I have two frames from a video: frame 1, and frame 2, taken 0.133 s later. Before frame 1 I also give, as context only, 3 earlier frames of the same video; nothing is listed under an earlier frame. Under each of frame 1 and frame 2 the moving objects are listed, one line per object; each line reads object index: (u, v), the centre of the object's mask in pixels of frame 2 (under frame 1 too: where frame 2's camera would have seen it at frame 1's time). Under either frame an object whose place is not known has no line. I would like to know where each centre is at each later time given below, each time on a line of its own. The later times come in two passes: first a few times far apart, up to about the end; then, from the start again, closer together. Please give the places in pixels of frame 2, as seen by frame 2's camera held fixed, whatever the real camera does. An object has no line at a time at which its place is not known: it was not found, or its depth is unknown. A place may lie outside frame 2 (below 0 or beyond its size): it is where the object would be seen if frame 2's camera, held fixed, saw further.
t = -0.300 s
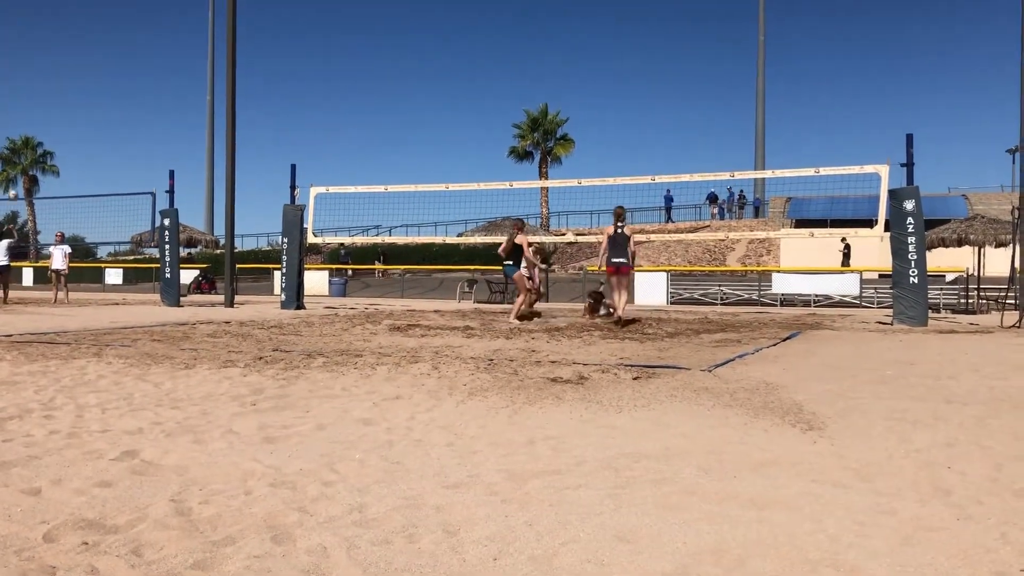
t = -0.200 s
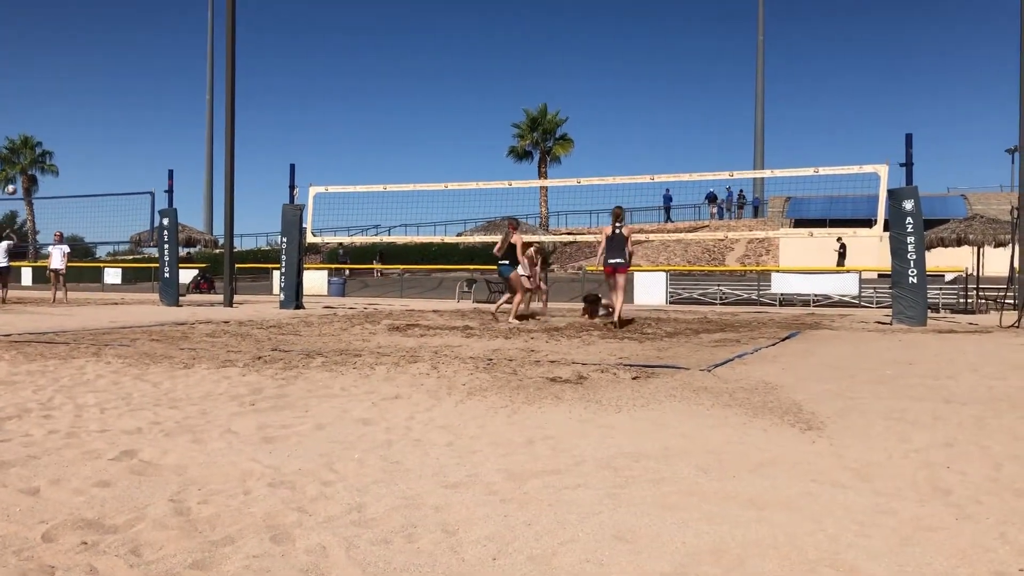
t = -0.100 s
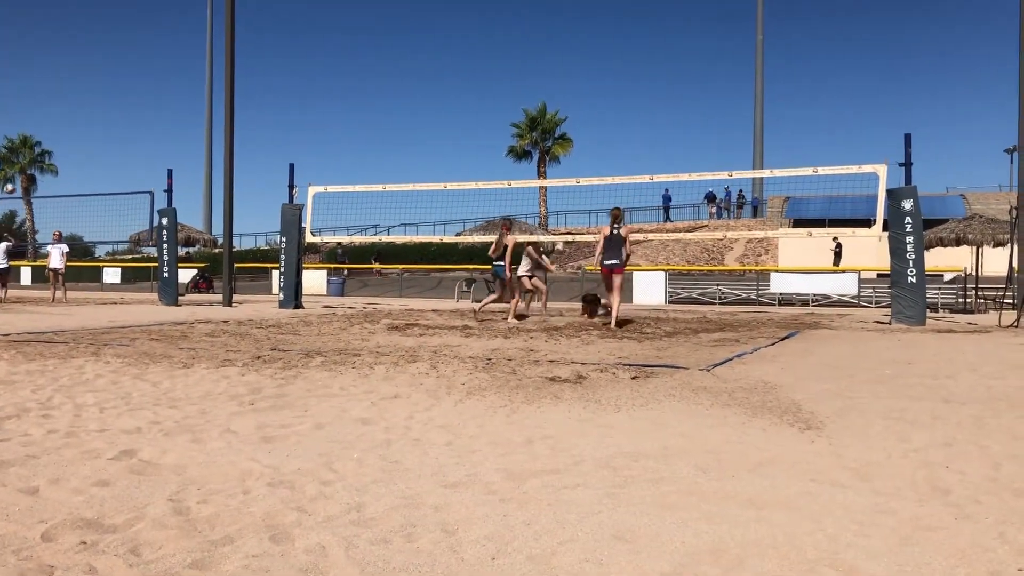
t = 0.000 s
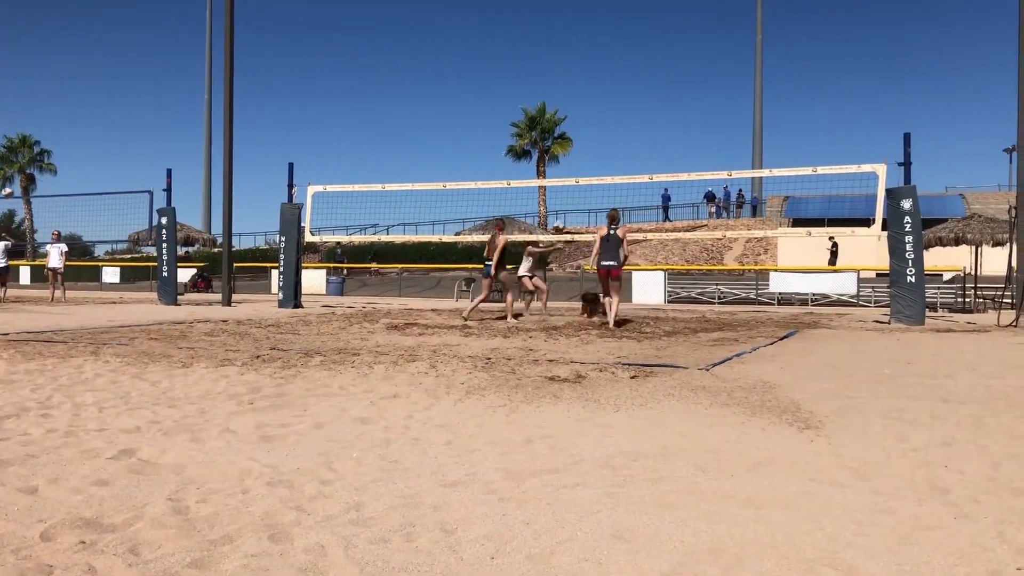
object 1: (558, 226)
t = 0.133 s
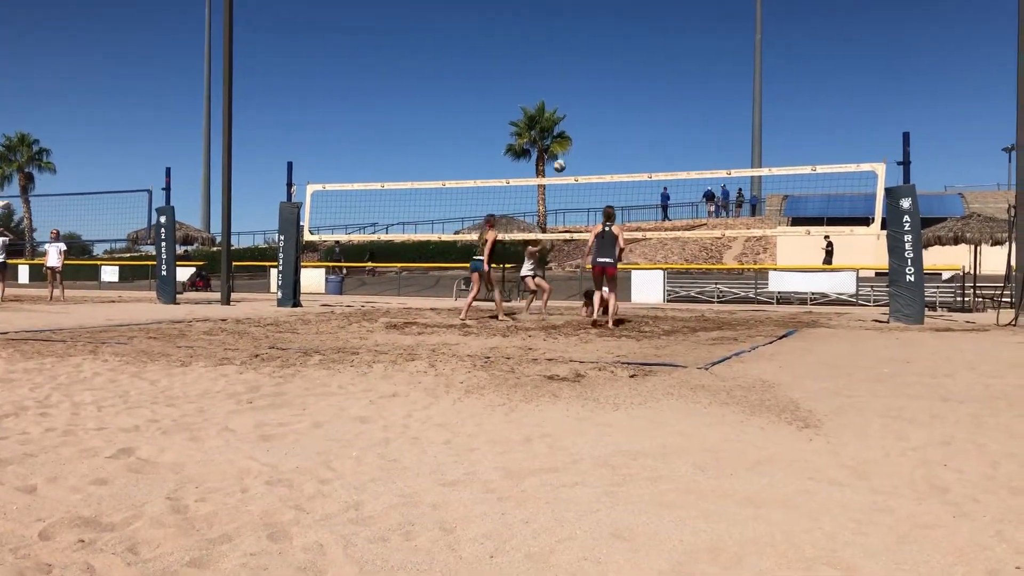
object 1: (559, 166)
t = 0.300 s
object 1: (562, 104)
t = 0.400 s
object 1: (564, 74)
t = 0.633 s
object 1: (567, 28)
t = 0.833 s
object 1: (569, 15)
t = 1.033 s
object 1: (570, 27)
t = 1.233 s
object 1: (569, 67)
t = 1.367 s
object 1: (568, 110)
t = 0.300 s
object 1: (562, 104)
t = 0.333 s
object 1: (562, 94)
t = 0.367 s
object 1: (563, 84)
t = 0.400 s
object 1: (564, 74)
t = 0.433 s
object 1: (564, 66)
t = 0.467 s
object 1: (565, 58)
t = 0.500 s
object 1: (565, 50)
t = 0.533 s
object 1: (566, 43)
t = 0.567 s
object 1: (566, 38)
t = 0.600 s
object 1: (567, 33)
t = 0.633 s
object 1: (567, 28)
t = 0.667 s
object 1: (567, 24)
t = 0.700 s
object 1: (568, 21)
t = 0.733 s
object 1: (569, 18)
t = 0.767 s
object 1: (569, 16)
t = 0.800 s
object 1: (569, 16)
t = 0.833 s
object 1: (569, 15)
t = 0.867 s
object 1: (570, 16)
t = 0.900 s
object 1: (569, 16)
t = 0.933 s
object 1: (570, 17)
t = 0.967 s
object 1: (570, 19)
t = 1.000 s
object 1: (570, 23)
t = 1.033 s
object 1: (570, 27)
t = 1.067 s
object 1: (570, 32)
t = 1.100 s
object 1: (570, 38)
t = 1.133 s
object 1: (570, 44)
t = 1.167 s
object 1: (570, 51)
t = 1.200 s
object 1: (570, 59)
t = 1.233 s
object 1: (569, 67)
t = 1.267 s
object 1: (569, 77)
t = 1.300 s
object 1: (569, 87)
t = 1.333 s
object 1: (569, 99)
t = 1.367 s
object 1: (568, 110)
